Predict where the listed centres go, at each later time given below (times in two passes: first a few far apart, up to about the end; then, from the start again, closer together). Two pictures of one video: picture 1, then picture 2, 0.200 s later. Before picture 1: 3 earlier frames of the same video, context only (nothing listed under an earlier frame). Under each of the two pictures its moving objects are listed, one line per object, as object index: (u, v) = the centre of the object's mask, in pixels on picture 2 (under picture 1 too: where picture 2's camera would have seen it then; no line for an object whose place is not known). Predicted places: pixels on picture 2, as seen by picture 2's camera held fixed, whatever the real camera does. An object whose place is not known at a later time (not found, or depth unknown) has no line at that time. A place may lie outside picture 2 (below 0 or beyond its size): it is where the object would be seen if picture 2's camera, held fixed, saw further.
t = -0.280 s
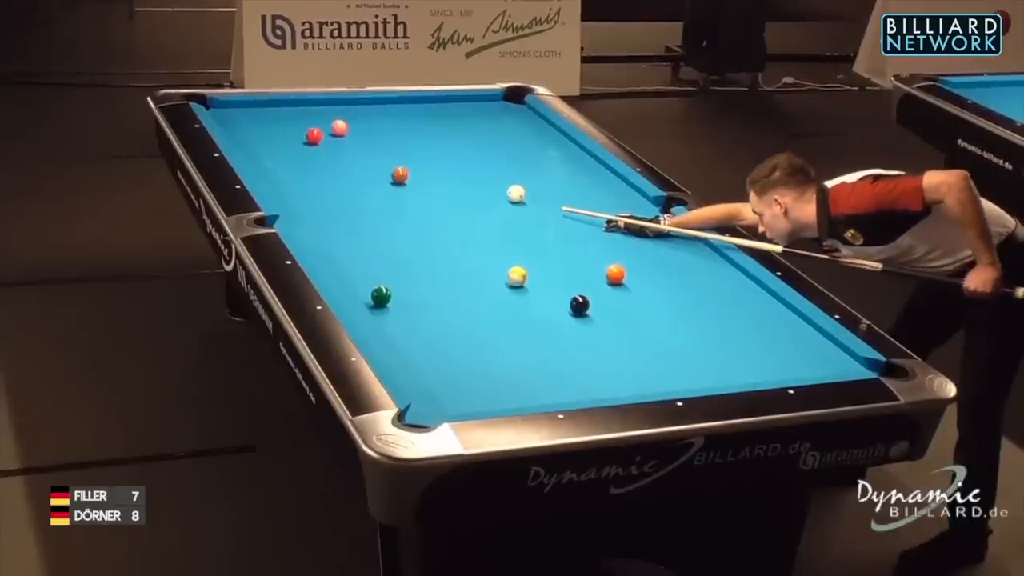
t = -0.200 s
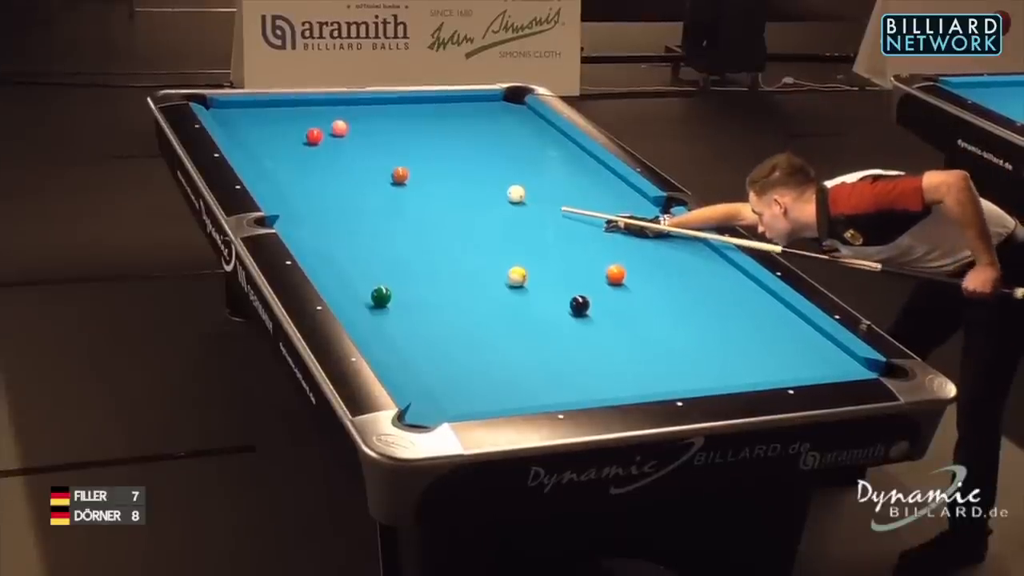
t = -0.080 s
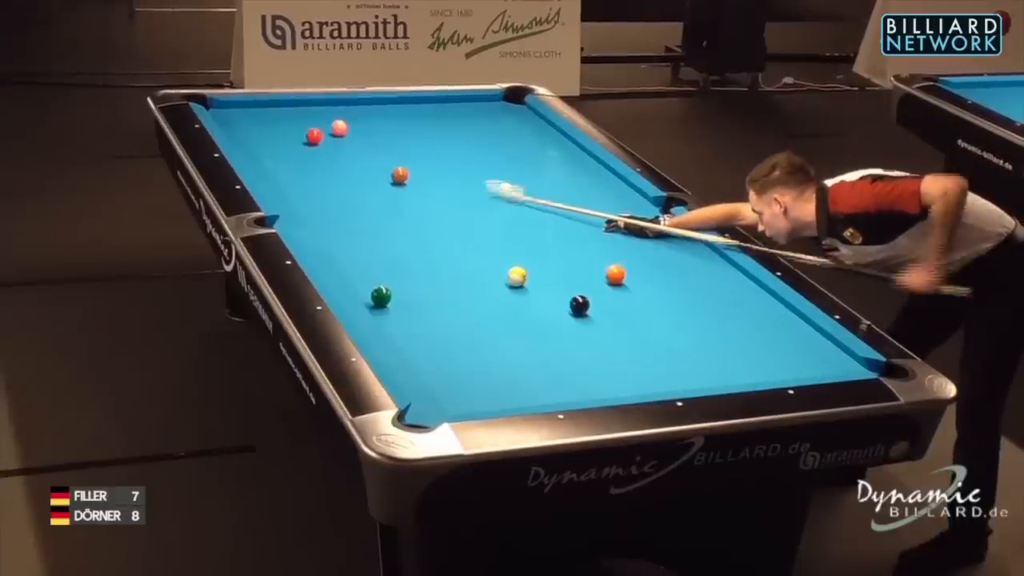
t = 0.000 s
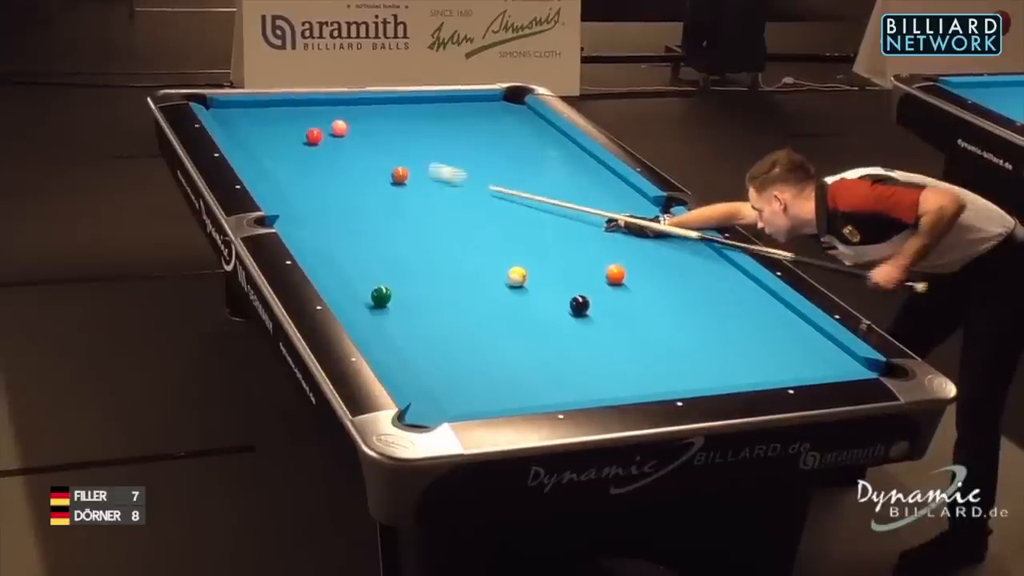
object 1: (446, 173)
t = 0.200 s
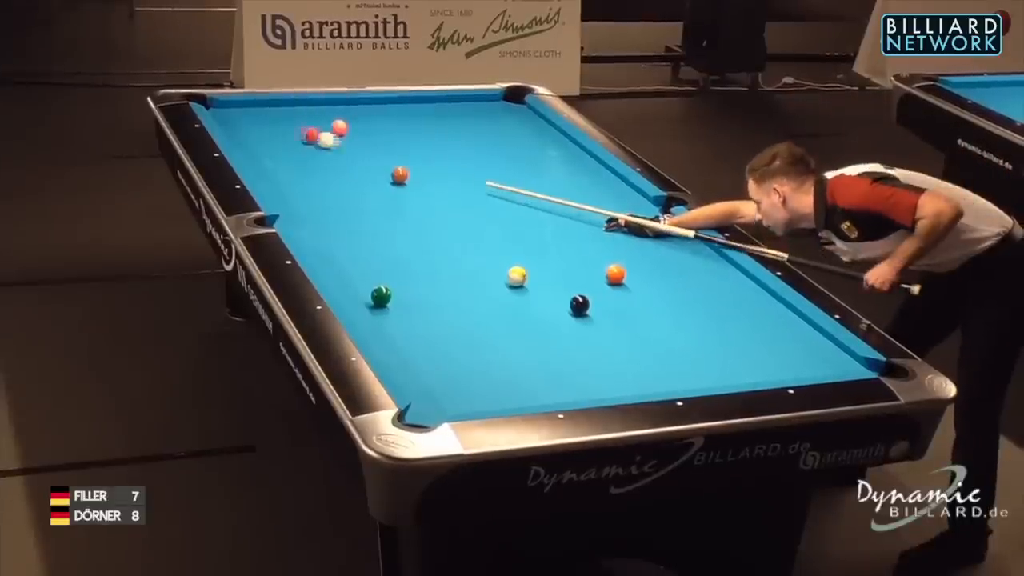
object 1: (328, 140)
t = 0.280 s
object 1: (324, 141)
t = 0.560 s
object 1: (320, 143)
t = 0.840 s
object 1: (318, 144)
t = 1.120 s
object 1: (316, 145)
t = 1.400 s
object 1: (315, 146)
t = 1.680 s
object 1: (315, 146)
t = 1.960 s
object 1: (315, 146)
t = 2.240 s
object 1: (315, 146)
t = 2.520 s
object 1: (315, 146)
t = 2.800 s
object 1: (315, 146)
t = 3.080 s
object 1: (315, 146)
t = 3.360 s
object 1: (314, 146)
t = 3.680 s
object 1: (317, 146)
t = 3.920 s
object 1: (315, 145)
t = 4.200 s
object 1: (315, 145)
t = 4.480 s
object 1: (315, 146)
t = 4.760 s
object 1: (315, 145)
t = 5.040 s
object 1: (315, 145)
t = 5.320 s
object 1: (315, 145)
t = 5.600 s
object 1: (315, 146)
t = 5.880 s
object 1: (314, 146)
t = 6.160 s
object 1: (315, 146)
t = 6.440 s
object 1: (315, 146)
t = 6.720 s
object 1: (315, 146)
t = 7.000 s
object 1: (315, 146)
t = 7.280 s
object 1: (315, 146)
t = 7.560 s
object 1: (315, 146)
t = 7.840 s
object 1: (315, 146)
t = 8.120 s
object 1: (315, 146)
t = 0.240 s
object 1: (324, 141)
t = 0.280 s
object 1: (324, 141)
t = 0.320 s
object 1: (323, 141)
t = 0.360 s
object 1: (323, 141)
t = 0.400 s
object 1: (322, 142)
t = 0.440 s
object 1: (322, 142)
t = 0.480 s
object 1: (321, 142)
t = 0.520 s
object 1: (321, 143)
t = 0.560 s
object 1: (320, 143)
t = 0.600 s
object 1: (320, 143)
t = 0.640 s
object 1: (320, 143)
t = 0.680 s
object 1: (319, 143)
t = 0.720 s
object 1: (319, 143)
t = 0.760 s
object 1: (318, 144)
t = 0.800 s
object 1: (318, 144)
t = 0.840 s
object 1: (318, 144)
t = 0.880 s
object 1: (317, 144)
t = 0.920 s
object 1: (317, 145)
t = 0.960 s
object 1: (317, 145)
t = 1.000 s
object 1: (316, 145)
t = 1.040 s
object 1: (316, 145)
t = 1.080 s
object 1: (316, 145)
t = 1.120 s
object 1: (316, 145)
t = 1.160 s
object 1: (316, 145)
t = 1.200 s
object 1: (316, 145)
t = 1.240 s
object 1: (316, 145)
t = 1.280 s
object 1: (315, 145)
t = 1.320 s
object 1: (315, 146)
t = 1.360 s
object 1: (315, 146)
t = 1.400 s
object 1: (315, 146)
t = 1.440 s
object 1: (315, 146)
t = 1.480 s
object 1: (315, 146)
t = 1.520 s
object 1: (315, 146)
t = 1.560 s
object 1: (315, 146)
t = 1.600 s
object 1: (315, 146)
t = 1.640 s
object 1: (315, 146)
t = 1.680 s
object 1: (315, 146)
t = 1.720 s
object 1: (315, 146)
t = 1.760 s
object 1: (315, 146)
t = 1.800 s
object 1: (315, 146)
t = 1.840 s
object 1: (315, 146)
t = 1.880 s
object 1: (315, 146)
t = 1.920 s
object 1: (315, 146)
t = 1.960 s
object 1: (315, 146)
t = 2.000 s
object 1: (315, 146)
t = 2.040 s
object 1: (315, 146)
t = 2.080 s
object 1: (315, 146)
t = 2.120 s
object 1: (315, 146)
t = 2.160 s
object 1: (315, 146)
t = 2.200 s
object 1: (315, 146)
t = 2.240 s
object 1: (315, 146)
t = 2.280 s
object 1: (315, 146)
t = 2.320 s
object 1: (315, 146)
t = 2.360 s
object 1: (315, 146)
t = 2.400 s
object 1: (315, 146)
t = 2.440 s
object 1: (314, 146)
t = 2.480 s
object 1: (315, 146)
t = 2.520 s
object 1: (315, 146)
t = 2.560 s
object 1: (315, 146)
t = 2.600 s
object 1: (315, 146)
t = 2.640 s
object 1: (315, 146)
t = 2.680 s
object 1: (315, 146)
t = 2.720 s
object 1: (315, 146)
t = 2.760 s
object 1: (315, 146)
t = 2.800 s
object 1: (315, 146)
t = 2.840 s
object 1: (314, 146)
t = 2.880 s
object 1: (314, 146)
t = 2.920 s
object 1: (314, 146)
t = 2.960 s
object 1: (315, 146)
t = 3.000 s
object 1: (315, 146)
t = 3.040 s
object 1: (315, 146)
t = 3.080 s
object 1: (315, 146)
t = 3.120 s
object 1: (315, 146)
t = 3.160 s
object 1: (315, 146)
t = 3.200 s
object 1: (314, 146)
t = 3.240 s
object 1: (314, 146)
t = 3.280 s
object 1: (314, 146)
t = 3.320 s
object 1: (314, 146)
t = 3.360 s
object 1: (314, 146)
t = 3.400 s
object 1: (314, 146)
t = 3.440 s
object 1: (314, 146)
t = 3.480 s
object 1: (315, 146)
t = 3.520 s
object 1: (315, 146)
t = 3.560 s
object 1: (314, 146)
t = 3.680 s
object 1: (317, 146)
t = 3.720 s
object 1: (315, 146)
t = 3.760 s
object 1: (315, 146)
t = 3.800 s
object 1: (315, 145)
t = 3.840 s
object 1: (315, 145)
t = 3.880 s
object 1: (315, 145)
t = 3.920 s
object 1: (315, 145)
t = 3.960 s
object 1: (315, 145)
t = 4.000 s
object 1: (315, 145)
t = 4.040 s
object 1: (315, 145)
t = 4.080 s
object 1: (315, 145)
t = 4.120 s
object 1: (315, 145)
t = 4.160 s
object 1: (315, 145)
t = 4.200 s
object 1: (315, 145)
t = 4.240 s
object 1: (315, 145)
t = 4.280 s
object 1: (315, 145)
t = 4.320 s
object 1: (315, 145)
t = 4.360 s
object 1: (315, 146)
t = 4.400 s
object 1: (315, 146)
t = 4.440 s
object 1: (315, 146)
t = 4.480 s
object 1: (315, 146)
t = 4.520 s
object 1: (315, 146)
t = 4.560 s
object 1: (315, 146)
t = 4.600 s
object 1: (315, 146)
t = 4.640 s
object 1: (315, 145)
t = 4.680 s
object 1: (315, 145)
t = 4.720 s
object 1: (315, 145)
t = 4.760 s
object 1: (315, 145)
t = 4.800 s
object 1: (315, 145)
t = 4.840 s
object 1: (315, 145)
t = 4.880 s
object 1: (315, 145)
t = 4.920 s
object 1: (315, 145)
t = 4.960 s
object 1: (315, 145)
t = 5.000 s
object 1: (315, 145)
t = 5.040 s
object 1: (315, 145)
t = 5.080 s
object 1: (315, 146)
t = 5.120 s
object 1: (315, 145)
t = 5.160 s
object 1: (315, 145)
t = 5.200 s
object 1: (315, 145)
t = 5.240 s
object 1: (315, 145)
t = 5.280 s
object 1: (315, 145)
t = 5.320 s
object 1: (315, 145)
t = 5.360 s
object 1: (315, 145)
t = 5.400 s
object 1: (315, 145)
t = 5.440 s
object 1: (315, 145)
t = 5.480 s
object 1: (315, 145)
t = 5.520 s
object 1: (315, 145)
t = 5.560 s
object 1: (315, 145)
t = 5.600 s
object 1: (315, 146)
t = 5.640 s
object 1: (315, 146)
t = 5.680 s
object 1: (315, 145)
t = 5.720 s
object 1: (315, 145)
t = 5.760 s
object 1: (315, 145)
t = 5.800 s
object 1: (315, 146)
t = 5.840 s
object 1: (315, 146)
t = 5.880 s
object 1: (314, 146)
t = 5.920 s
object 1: (314, 146)
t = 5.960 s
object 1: (314, 146)
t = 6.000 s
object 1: (315, 146)
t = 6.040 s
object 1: (315, 146)
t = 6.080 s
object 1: (315, 146)
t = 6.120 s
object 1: (315, 146)
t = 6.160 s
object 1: (315, 146)
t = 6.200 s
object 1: (314, 146)
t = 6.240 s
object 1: (314, 146)
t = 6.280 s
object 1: (314, 146)
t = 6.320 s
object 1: (315, 146)
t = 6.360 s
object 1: (315, 146)
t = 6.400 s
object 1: (315, 146)
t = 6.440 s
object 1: (315, 146)
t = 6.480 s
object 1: (315, 146)
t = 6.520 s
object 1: (315, 146)
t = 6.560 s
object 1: (315, 146)
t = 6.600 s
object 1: (315, 146)
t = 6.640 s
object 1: (315, 146)
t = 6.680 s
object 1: (315, 146)
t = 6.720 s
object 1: (315, 146)
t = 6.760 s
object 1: (315, 146)
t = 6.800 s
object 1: (315, 146)
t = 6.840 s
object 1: (315, 146)
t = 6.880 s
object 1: (315, 146)
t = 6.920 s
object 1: (315, 146)
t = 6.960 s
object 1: (315, 146)
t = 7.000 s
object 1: (315, 146)
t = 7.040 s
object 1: (315, 146)
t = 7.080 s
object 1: (315, 146)
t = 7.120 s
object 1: (315, 146)
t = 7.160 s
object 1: (315, 146)
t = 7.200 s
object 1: (315, 146)
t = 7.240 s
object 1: (315, 146)
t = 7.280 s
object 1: (315, 146)
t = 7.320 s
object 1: (315, 146)
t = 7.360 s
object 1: (315, 146)
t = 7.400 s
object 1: (315, 146)
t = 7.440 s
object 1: (315, 146)
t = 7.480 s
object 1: (315, 146)
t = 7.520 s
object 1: (315, 145)
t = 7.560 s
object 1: (315, 146)
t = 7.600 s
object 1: (315, 145)
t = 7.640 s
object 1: (315, 146)
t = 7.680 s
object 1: (315, 146)
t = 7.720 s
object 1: (315, 146)
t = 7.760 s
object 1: (315, 146)
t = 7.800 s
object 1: (315, 146)
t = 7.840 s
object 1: (315, 146)
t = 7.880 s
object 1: (315, 146)
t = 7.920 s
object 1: (315, 146)
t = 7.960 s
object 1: (315, 146)
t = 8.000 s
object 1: (315, 146)
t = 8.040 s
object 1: (315, 146)
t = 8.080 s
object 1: (315, 146)
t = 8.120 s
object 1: (315, 146)
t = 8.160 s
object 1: (315, 146)
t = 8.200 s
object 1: (315, 146)
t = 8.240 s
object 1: (315, 146)
